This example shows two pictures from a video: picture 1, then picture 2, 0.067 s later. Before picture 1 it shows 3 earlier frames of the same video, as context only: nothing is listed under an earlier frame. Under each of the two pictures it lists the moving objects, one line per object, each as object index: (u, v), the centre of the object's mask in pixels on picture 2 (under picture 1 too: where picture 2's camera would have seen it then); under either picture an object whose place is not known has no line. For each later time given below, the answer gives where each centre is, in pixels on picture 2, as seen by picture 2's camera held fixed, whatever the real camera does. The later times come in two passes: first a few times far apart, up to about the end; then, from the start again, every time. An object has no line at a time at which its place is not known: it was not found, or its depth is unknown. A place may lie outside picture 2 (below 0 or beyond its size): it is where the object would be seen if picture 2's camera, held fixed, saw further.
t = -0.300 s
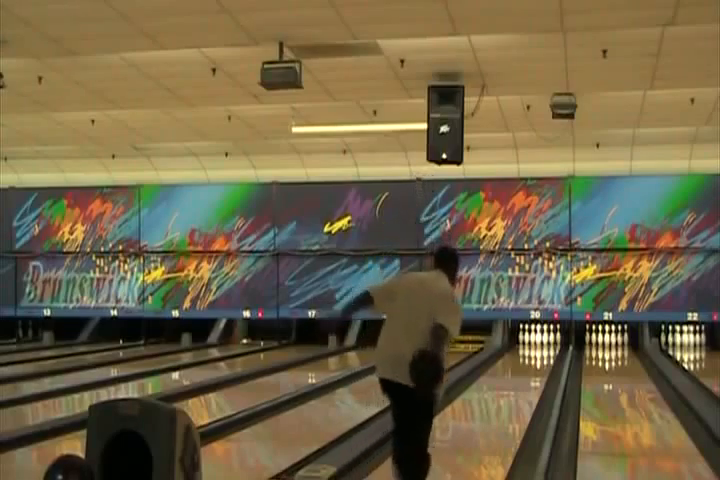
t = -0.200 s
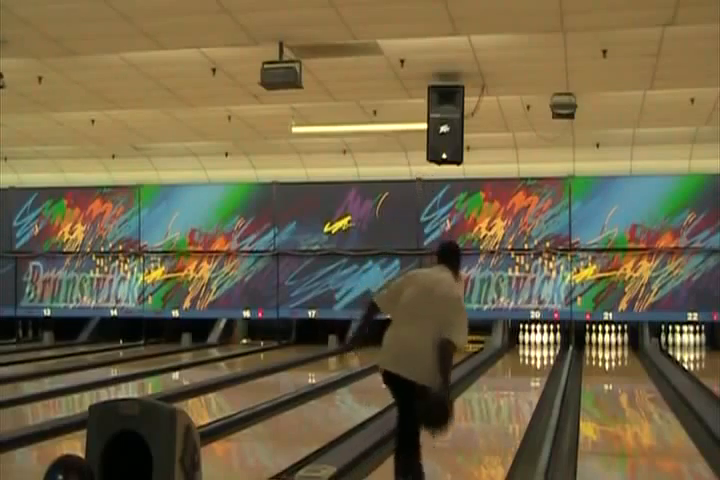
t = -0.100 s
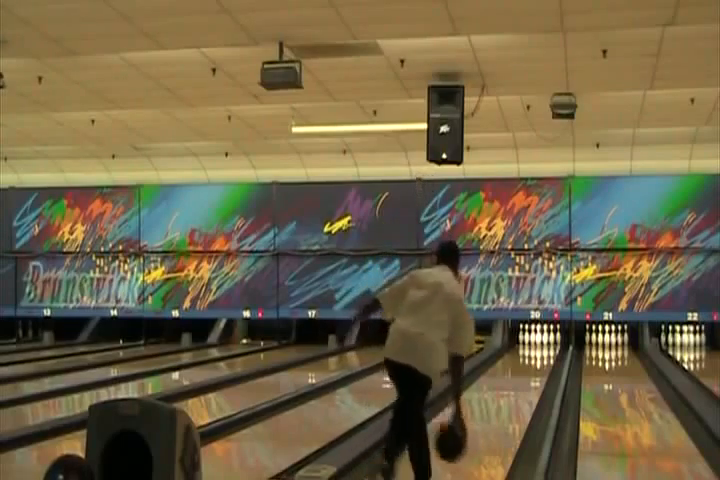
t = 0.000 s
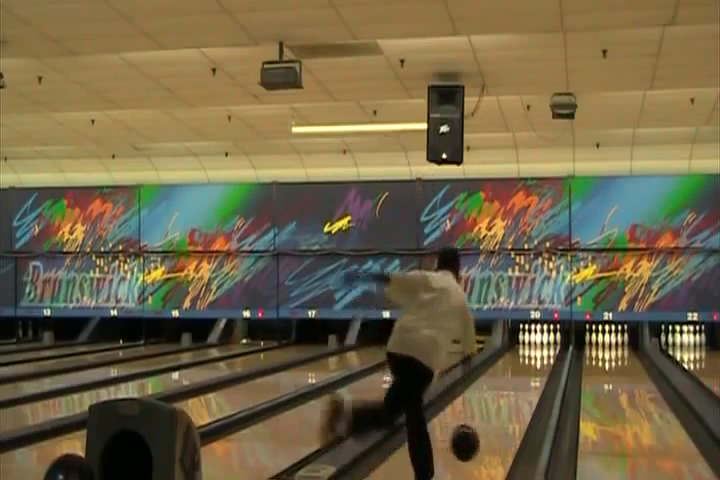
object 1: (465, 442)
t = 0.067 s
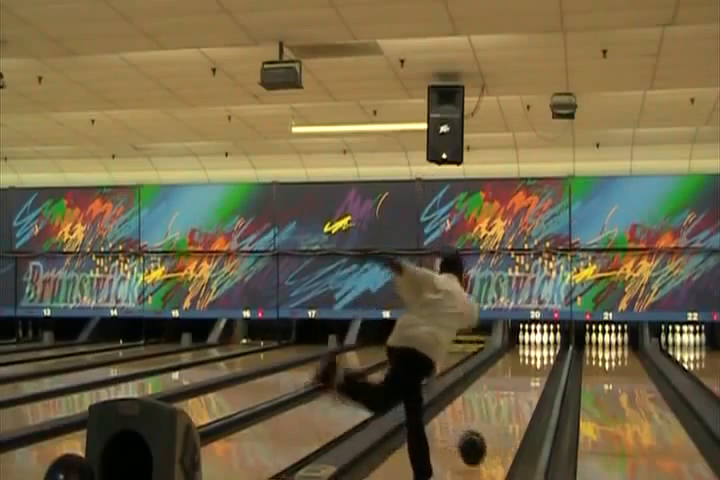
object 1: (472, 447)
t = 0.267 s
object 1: (491, 430)
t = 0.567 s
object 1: (510, 403)
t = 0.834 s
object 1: (521, 388)
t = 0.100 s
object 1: (476, 449)
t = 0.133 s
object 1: (479, 444)
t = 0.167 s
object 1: (482, 441)
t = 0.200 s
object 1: (485, 437)
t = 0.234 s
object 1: (488, 433)
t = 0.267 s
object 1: (491, 430)
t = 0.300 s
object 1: (493, 427)
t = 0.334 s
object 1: (496, 423)
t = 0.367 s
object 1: (498, 420)
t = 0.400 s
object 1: (500, 417)
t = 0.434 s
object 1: (502, 414)
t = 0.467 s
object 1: (504, 411)
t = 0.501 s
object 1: (506, 408)
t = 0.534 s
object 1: (508, 406)
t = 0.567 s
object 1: (510, 403)
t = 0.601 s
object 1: (511, 401)
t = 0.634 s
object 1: (513, 399)
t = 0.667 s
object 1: (515, 397)
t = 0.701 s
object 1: (516, 395)
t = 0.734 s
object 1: (517, 393)
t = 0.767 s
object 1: (519, 391)
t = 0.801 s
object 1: (520, 389)
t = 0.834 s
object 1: (521, 388)
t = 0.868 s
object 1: (522, 386)
